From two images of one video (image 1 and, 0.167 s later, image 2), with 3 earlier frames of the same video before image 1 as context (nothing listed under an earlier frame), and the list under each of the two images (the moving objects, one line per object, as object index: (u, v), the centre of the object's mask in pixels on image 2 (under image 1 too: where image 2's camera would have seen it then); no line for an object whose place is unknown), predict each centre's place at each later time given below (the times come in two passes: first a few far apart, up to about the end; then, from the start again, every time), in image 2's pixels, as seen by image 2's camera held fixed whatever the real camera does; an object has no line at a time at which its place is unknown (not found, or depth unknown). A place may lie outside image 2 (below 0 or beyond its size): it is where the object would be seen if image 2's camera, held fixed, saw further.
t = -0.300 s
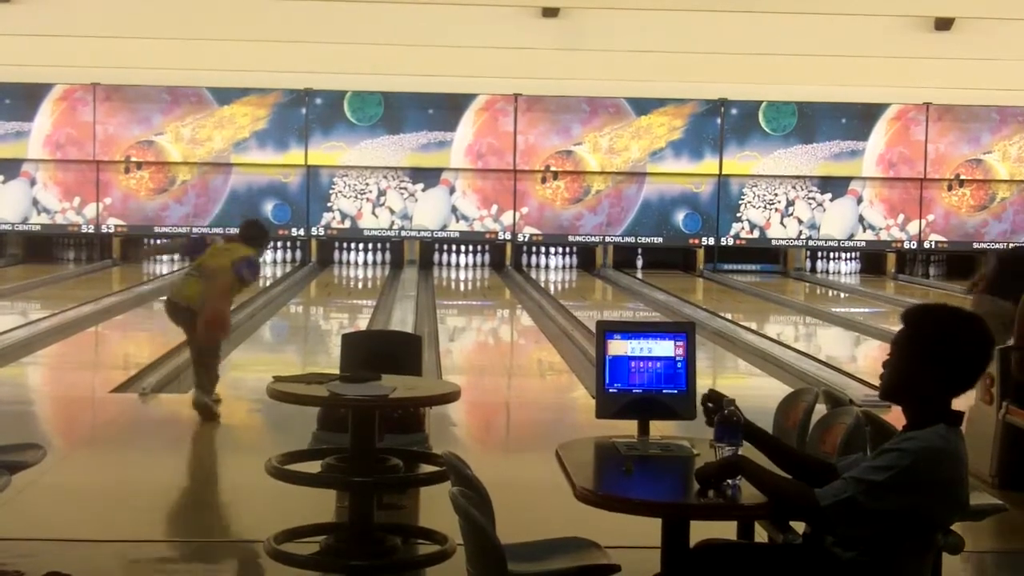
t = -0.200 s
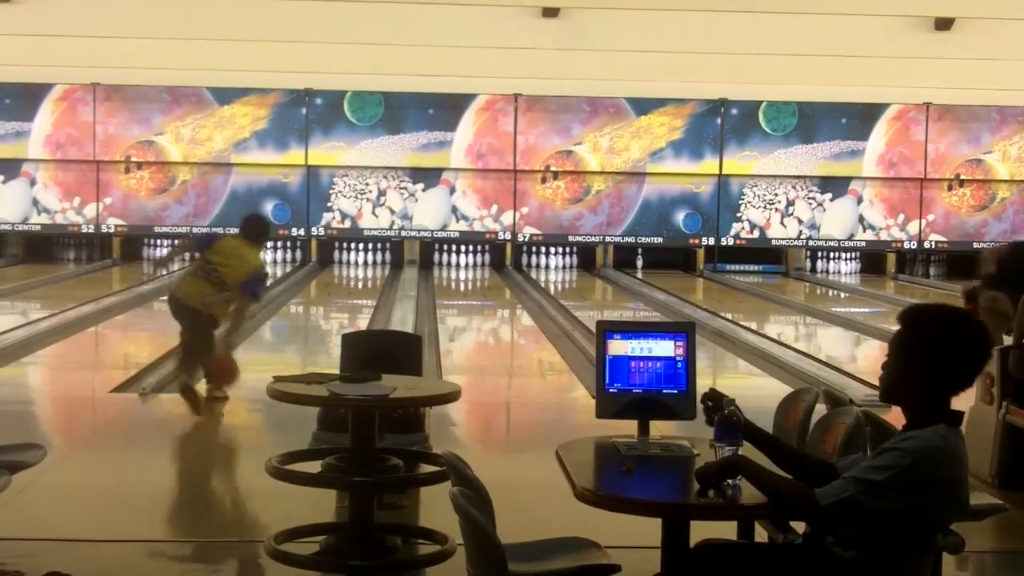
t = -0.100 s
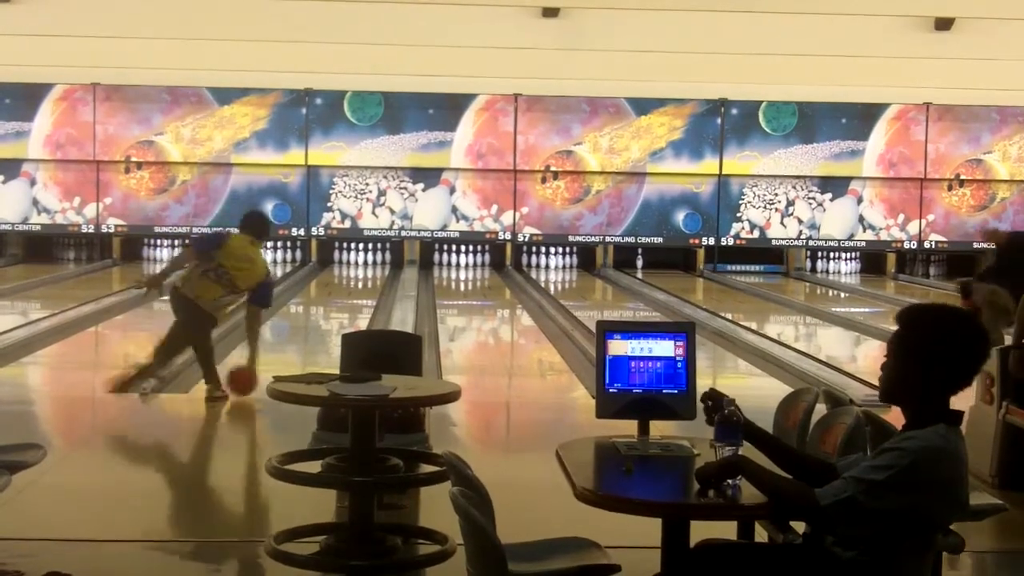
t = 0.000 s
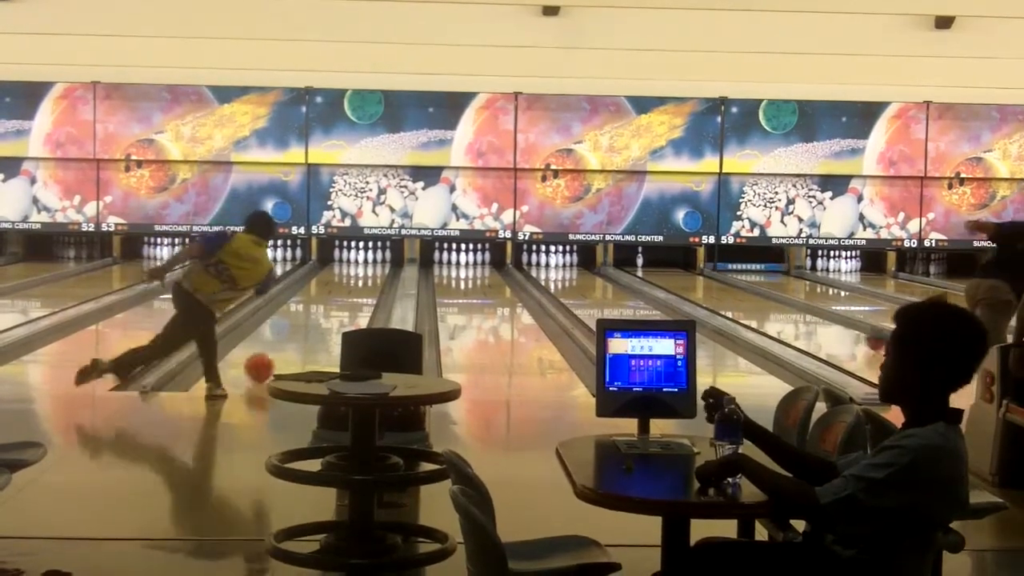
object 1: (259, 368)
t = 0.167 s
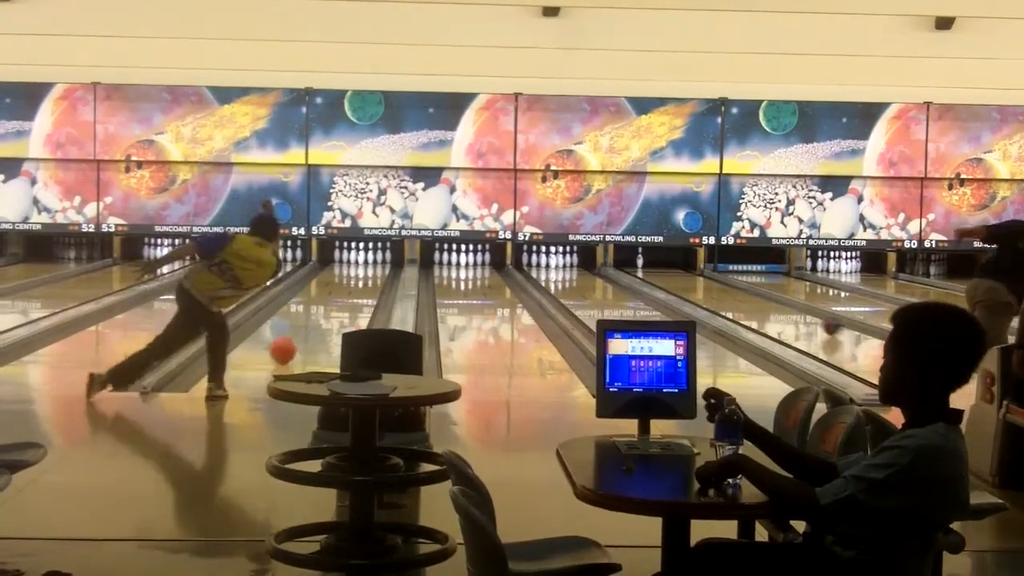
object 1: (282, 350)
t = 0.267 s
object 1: (295, 341)
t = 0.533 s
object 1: (320, 321)
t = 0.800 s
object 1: (339, 305)
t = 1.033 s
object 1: (351, 296)
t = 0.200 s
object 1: (287, 346)
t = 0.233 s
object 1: (291, 344)
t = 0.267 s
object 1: (295, 341)
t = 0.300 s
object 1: (298, 338)
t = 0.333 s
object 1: (301, 335)
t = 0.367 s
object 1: (305, 333)
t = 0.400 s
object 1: (308, 330)
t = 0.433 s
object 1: (311, 328)
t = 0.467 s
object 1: (314, 325)
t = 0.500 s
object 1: (317, 323)
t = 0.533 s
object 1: (320, 321)
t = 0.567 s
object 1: (322, 319)
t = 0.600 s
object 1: (325, 317)
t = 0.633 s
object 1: (328, 313)
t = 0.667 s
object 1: (330, 312)
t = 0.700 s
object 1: (332, 311)
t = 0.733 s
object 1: (334, 309)
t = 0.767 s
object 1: (337, 306)
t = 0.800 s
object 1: (339, 305)
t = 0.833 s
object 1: (341, 304)
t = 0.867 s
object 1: (342, 303)
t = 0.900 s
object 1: (345, 300)
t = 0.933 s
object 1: (347, 299)
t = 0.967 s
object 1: (348, 298)
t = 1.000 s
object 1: (350, 297)
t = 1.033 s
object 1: (351, 296)
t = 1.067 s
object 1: (352, 294)
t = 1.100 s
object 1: (354, 292)
